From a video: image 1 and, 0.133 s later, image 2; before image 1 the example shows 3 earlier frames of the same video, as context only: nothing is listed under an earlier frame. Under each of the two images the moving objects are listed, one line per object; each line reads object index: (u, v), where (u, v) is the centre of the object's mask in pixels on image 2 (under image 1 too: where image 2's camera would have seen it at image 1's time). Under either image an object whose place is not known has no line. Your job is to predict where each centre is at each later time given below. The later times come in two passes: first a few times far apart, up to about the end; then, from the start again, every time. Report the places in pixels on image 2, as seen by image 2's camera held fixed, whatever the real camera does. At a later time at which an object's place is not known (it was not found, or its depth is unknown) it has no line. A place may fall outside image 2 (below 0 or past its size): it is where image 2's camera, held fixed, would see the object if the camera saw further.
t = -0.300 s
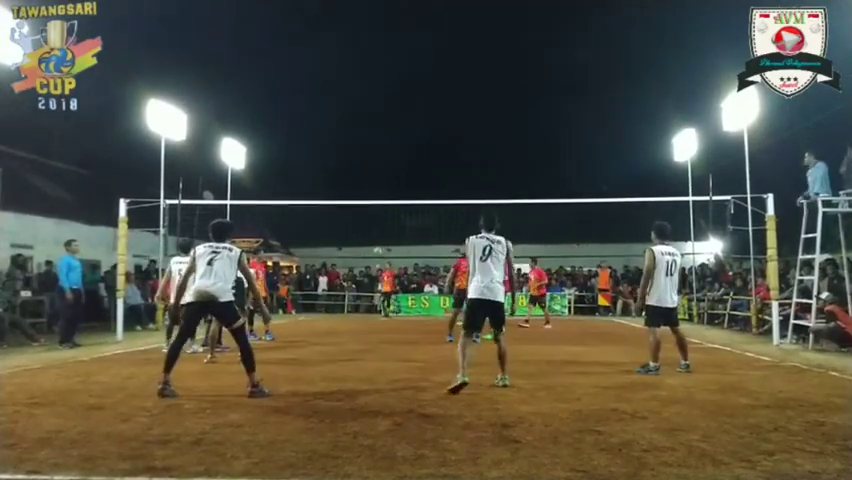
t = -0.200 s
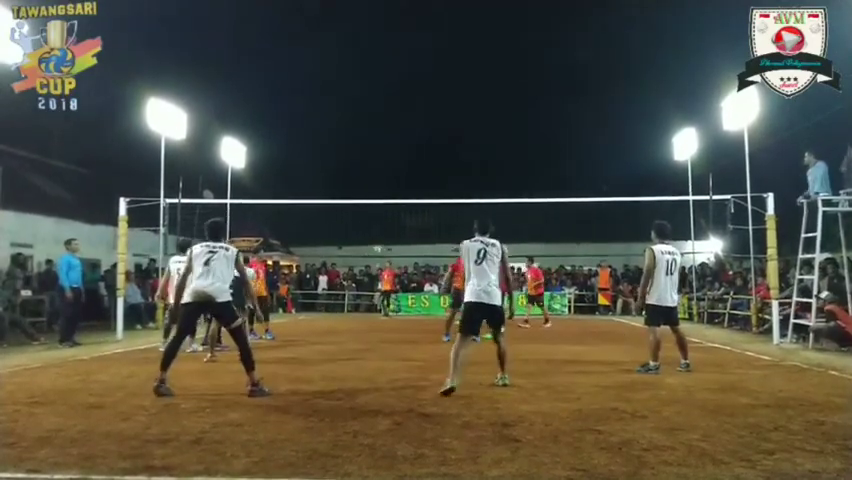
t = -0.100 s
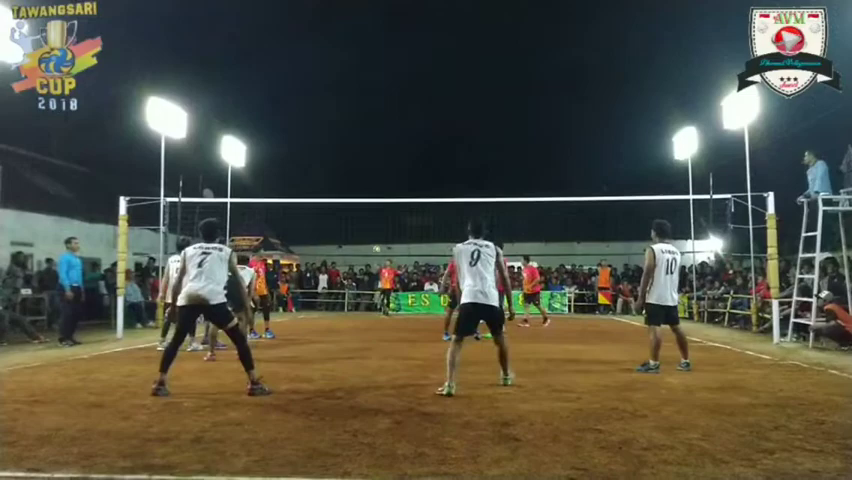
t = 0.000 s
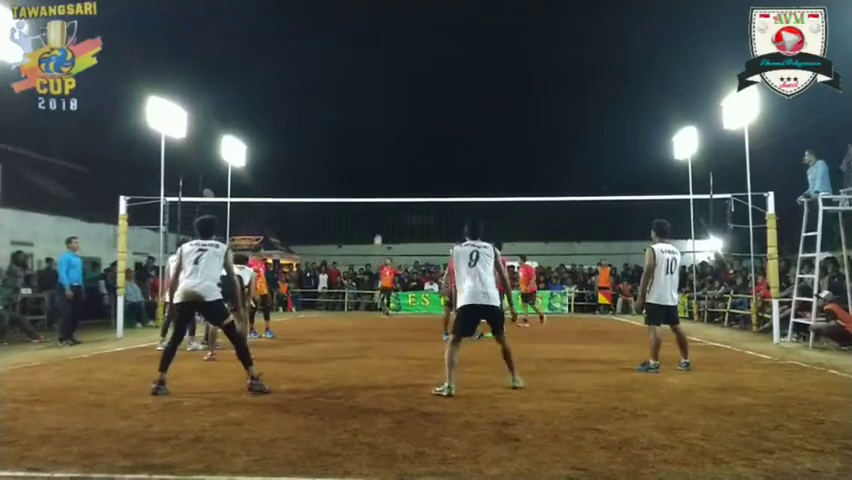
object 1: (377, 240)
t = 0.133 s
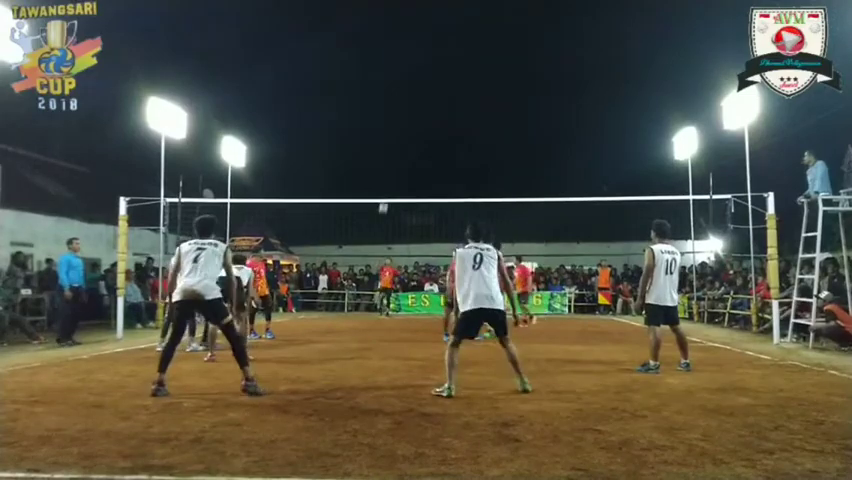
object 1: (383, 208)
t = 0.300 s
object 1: (390, 168)
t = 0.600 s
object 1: (409, 104)
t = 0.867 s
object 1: (434, 71)
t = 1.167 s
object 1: (476, 83)
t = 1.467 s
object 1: (545, 178)
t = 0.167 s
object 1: (384, 200)
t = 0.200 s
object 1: (386, 192)
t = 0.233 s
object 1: (387, 184)
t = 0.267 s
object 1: (389, 176)
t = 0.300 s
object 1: (390, 168)
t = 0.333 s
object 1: (393, 160)
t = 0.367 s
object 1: (394, 152)
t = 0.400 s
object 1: (396, 145)
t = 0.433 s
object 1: (398, 137)
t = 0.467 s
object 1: (400, 130)
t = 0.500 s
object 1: (403, 123)
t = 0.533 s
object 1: (405, 116)
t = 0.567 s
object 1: (407, 110)
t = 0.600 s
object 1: (409, 104)
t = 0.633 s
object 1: (412, 98)
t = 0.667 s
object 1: (414, 92)
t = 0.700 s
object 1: (417, 88)
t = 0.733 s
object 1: (420, 84)
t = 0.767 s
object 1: (423, 79)
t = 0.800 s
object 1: (427, 76)
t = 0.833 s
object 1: (430, 74)
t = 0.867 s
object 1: (434, 71)
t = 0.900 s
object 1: (438, 70)
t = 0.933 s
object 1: (442, 69)
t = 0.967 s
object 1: (446, 69)
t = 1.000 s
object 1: (450, 70)
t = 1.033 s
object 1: (455, 71)
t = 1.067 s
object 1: (459, 72)
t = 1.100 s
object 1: (464, 75)
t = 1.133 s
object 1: (470, 78)
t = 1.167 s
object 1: (476, 83)
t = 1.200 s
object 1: (482, 88)
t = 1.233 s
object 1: (488, 94)
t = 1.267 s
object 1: (495, 102)
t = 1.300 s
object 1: (502, 110)
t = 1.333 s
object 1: (510, 120)
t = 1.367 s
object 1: (518, 132)
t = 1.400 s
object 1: (526, 146)
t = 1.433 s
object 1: (535, 161)
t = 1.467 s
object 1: (545, 178)
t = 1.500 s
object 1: (555, 200)
